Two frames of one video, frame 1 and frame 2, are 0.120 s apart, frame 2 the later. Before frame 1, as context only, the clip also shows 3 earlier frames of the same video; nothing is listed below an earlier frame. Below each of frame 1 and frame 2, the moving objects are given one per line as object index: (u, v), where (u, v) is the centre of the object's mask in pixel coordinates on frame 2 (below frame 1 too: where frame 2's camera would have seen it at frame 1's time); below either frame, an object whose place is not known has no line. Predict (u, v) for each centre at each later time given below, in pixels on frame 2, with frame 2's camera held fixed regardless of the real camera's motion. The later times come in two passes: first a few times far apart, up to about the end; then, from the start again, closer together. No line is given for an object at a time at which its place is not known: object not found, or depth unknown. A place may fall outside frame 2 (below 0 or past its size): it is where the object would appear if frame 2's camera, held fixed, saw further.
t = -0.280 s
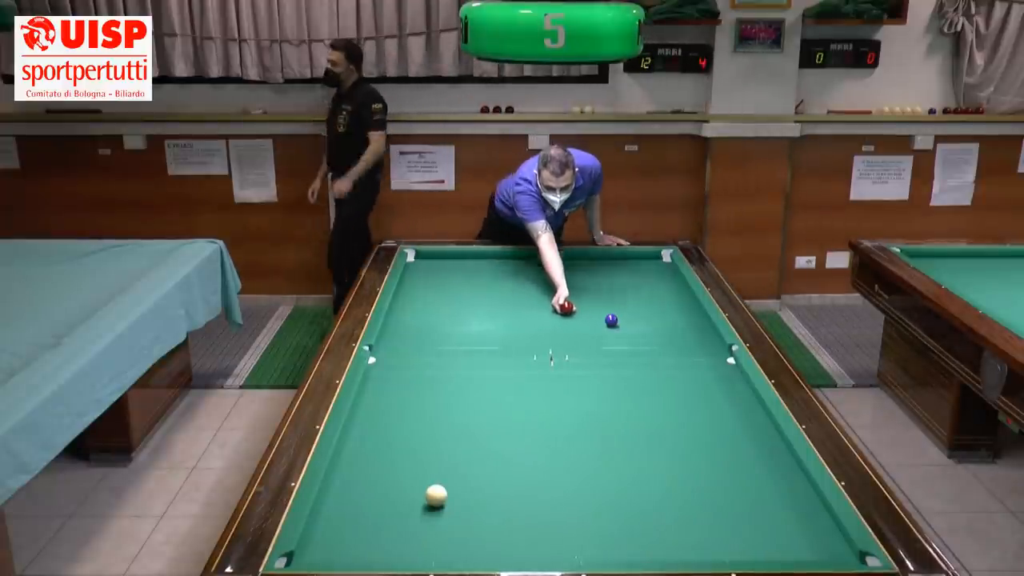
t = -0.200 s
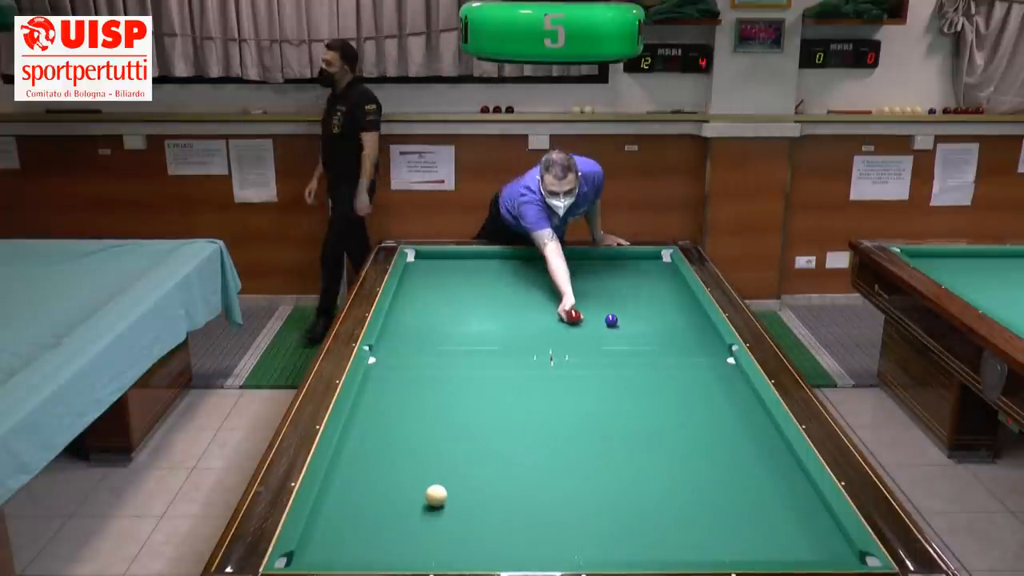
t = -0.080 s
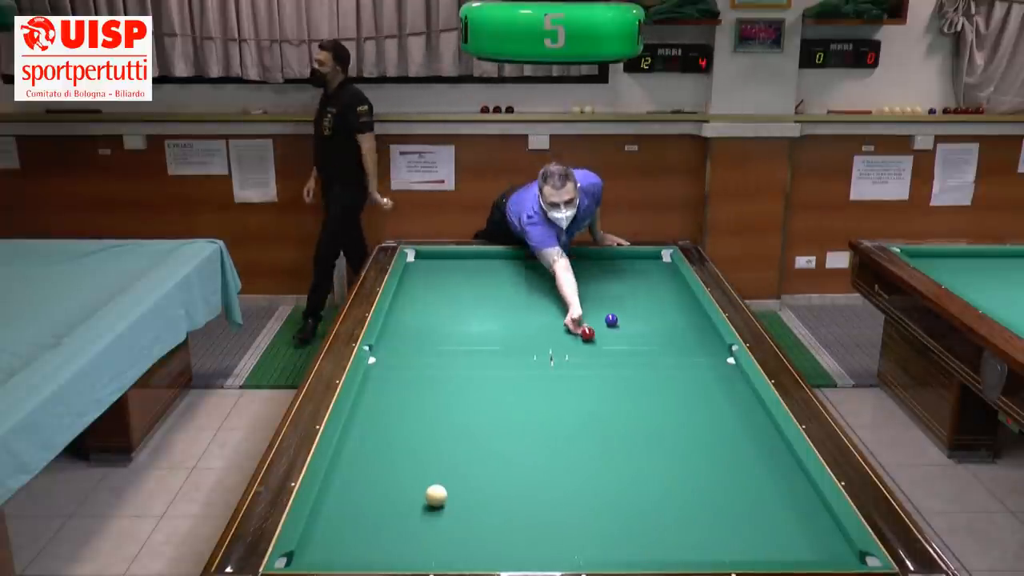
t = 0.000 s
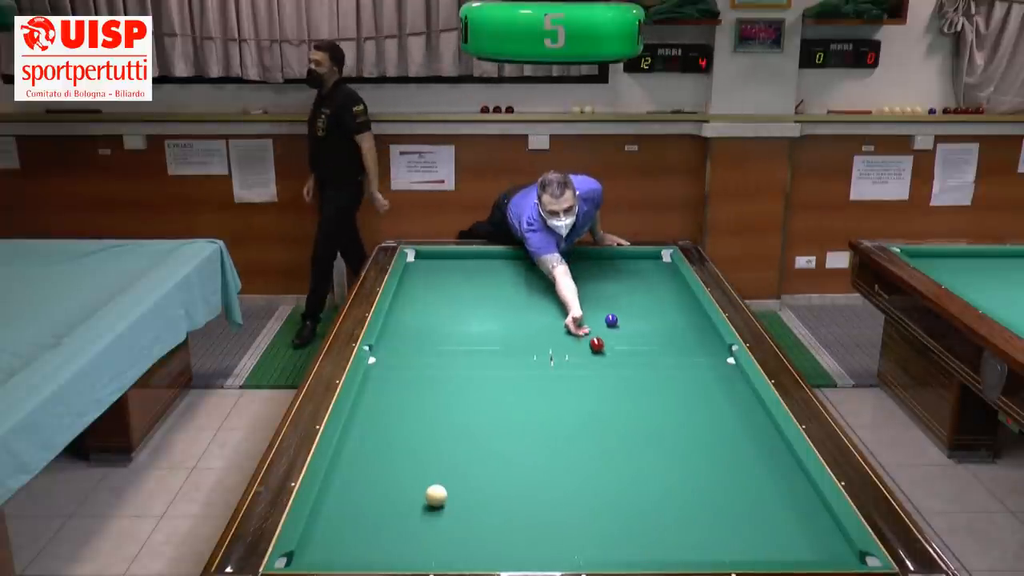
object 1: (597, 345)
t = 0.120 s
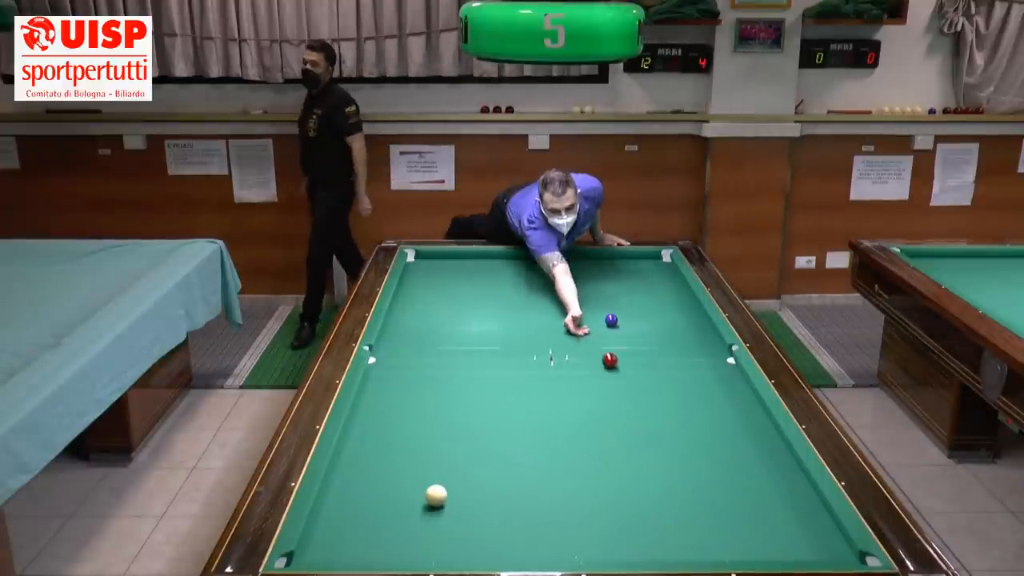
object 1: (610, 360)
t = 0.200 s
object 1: (619, 371)
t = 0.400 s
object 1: (643, 401)
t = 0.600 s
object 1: (672, 435)
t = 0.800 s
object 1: (705, 474)
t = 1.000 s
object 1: (743, 520)
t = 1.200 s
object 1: (777, 550)
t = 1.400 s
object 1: (770, 515)
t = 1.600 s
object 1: (766, 485)
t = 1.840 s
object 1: (761, 454)
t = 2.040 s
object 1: (757, 431)
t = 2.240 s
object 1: (754, 410)
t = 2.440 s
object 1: (743, 393)
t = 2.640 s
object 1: (730, 377)
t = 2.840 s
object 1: (718, 363)
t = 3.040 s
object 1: (708, 350)
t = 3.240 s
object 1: (698, 338)
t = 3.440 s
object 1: (688, 327)
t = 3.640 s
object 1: (680, 317)
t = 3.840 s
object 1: (672, 308)
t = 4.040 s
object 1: (664, 299)
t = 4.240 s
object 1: (657, 291)
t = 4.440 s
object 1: (651, 283)
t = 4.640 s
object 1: (645, 276)
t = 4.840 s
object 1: (639, 270)
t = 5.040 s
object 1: (634, 264)
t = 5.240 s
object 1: (629, 258)
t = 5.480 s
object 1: (626, 258)
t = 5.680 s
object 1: (625, 261)
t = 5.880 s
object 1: (625, 264)
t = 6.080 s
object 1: (624, 268)
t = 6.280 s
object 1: (622, 271)
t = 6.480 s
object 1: (621, 275)
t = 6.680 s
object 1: (620, 278)
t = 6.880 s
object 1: (620, 281)
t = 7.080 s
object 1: (619, 284)
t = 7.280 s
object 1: (617, 287)
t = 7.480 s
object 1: (616, 290)
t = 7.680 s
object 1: (616, 293)
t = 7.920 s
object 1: (615, 297)
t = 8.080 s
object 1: (614, 299)
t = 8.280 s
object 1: (613, 301)
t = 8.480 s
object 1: (612, 304)
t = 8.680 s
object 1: (611, 306)
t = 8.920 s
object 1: (610, 308)
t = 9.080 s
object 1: (609, 309)
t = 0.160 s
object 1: (614, 366)
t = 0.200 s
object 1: (619, 371)
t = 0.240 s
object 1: (623, 377)
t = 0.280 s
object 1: (628, 383)
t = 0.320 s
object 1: (633, 388)
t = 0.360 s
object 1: (638, 395)
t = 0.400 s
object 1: (643, 401)
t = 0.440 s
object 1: (649, 407)
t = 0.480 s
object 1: (654, 414)
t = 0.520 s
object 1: (660, 420)
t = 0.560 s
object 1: (666, 428)
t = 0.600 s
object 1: (672, 435)
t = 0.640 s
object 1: (678, 442)
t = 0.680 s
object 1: (684, 450)
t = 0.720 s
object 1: (691, 458)
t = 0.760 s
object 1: (697, 466)
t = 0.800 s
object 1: (705, 474)
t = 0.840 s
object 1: (712, 482)
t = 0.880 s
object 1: (719, 491)
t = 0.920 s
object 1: (727, 500)
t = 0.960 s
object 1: (735, 510)
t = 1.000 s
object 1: (743, 520)
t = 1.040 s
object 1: (752, 530)
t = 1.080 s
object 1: (760, 541)
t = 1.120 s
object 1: (769, 549)
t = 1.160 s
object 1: (778, 555)
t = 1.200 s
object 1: (777, 550)
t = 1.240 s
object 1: (775, 544)
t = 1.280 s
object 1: (773, 536)
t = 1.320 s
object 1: (772, 528)
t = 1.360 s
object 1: (771, 522)
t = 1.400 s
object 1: (770, 515)
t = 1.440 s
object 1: (769, 509)
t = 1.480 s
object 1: (768, 503)
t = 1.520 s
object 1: (767, 497)
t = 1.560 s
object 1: (766, 491)
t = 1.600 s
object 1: (766, 485)
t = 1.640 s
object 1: (765, 479)
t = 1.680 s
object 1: (764, 474)
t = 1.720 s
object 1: (763, 469)
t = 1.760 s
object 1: (762, 464)
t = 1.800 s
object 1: (762, 459)
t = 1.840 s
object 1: (761, 454)
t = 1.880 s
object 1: (760, 449)
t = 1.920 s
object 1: (759, 444)
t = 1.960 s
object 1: (759, 440)
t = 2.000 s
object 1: (758, 435)
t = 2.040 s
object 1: (757, 431)
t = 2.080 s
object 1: (757, 426)
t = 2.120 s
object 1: (756, 422)
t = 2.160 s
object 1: (755, 418)
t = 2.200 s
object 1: (755, 414)
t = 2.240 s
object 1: (754, 410)
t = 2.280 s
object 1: (754, 406)
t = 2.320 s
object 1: (752, 403)
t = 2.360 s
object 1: (749, 399)
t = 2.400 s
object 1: (746, 396)
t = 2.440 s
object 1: (743, 393)
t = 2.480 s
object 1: (741, 390)
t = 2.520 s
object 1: (738, 386)
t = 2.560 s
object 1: (735, 383)
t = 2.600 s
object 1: (733, 380)
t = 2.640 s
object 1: (730, 377)
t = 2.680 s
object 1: (728, 374)
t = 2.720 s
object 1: (725, 372)
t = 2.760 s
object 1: (723, 369)
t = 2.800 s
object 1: (721, 366)
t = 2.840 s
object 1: (718, 363)
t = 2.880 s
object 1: (716, 361)
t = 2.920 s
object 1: (714, 358)
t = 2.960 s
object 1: (712, 355)
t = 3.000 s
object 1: (710, 352)
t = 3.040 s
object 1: (708, 350)
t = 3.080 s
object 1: (706, 348)
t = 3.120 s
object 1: (704, 345)
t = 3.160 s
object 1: (702, 343)
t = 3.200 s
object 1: (700, 341)
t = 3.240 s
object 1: (698, 338)
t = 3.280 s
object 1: (696, 336)
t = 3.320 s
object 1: (694, 334)
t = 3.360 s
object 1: (692, 331)
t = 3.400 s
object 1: (690, 329)
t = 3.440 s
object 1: (688, 327)
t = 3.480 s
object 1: (687, 325)
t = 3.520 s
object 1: (685, 323)
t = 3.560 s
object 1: (683, 321)
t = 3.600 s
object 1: (682, 319)
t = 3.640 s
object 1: (680, 317)
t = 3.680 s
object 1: (678, 315)
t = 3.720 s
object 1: (677, 313)
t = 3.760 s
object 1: (675, 311)
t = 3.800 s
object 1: (673, 309)
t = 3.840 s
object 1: (672, 308)
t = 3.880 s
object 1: (670, 306)
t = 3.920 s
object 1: (669, 304)
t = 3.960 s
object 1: (667, 302)
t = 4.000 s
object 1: (666, 300)
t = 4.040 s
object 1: (664, 299)
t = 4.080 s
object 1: (663, 297)
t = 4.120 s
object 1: (661, 296)
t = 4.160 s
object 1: (660, 294)
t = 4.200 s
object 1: (658, 292)
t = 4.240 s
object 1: (657, 291)
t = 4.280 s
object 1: (656, 289)
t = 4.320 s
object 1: (655, 288)
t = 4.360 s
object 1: (653, 286)
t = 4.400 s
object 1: (652, 285)
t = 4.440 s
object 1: (651, 283)
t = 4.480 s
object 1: (649, 282)
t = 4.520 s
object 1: (648, 280)
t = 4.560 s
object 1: (647, 279)
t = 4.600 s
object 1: (646, 278)
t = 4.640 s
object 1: (645, 276)
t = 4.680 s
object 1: (643, 275)
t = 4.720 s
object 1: (642, 274)
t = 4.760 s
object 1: (641, 272)
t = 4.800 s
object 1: (640, 271)
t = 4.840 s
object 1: (639, 270)
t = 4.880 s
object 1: (638, 269)
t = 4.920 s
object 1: (637, 267)
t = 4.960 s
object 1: (636, 266)
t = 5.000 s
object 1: (634, 265)
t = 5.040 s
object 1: (634, 264)
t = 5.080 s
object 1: (633, 263)
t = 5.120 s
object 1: (632, 261)
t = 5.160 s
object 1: (630, 260)
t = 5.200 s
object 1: (629, 260)
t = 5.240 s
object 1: (629, 258)
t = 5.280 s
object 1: (627, 257)
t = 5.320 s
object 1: (627, 256)
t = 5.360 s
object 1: (626, 257)
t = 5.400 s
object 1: (626, 258)
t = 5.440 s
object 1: (626, 258)
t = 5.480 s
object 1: (626, 258)
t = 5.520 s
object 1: (626, 259)
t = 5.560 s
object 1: (626, 260)
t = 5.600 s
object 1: (625, 261)
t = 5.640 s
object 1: (625, 261)
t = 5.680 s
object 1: (625, 261)
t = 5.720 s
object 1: (625, 262)
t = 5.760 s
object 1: (625, 262)
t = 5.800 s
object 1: (625, 263)
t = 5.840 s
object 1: (624, 264)
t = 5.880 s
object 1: (625, 264)
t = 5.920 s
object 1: (624, 265)
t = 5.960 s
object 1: (624, 265)
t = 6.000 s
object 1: (624, 266)
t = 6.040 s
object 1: (624, 267)
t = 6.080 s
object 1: (624, 268)
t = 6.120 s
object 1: (623, 269)
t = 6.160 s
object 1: (623, 269)
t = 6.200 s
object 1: (623, 270)
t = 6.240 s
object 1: (623, 271)
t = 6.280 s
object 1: (622, 271)
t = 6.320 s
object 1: (622, 272)
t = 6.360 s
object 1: (622, 273)
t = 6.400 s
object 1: (622, 273)
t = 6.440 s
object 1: (622, 274)
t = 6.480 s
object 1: (621, 275)
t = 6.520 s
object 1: (621, 275)
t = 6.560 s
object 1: (621, 276)
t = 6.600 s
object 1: (621, 277)
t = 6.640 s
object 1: (621, 277)
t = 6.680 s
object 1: (620, 278)
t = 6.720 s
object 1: (620, 279)
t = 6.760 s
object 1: (620, 279)
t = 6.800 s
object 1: (620, 280)
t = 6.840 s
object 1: (620, 280)
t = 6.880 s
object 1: (620, 281)
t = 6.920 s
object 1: (619, 282)
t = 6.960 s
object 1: (619, 282)
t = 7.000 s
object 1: (619, 283)
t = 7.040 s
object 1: (619, 284)
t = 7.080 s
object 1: (619, 284)
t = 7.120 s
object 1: (618, 285)
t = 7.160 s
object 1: (618, 285)
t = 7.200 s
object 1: (618, 286)
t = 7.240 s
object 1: (618, 287)
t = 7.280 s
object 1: (617, 287)
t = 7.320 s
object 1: (617, 288)
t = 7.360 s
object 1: (617, 288)
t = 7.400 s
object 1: (617, 289)
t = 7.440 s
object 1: (617, 289)
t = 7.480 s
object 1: (616, 290)
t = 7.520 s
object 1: (616, 291)
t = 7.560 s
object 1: (616, 291)
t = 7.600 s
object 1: (616, 292)
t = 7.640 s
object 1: (616, 292)
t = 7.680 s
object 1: (616, 293)
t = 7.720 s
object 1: (616, 294)
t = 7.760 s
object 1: (615, 294)
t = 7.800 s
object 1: (615, 295)
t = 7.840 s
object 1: (615, 295)
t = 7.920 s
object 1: (615, 297)
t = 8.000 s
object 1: (614, 298)
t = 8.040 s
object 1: (614, 298)
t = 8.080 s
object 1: (614, 299)
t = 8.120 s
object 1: (614, 299)
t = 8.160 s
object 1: (614, 300)
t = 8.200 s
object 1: (613, 300)
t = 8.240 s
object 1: (613, 301)
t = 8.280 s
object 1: (613, 301)
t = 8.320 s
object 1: (613, 302)
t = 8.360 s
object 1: (613, 302)
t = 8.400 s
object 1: (613, 303)
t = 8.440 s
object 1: (613, 303)
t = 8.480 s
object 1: (612, 304)
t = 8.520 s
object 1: (612, 304)
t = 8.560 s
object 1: (612, 305)
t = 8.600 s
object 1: (612, 305)
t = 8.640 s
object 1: (611, 306)
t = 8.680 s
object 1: (611, 306)
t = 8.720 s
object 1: (611, 306)
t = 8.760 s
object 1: (611, 307)
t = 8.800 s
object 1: (611, 307)
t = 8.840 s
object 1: (610, 307)
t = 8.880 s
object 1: (610, 308)
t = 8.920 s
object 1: (610, 308)
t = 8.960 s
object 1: (610, 308)
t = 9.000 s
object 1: (610, 309)
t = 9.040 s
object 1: (609, 309)
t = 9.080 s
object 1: (609, 309)
